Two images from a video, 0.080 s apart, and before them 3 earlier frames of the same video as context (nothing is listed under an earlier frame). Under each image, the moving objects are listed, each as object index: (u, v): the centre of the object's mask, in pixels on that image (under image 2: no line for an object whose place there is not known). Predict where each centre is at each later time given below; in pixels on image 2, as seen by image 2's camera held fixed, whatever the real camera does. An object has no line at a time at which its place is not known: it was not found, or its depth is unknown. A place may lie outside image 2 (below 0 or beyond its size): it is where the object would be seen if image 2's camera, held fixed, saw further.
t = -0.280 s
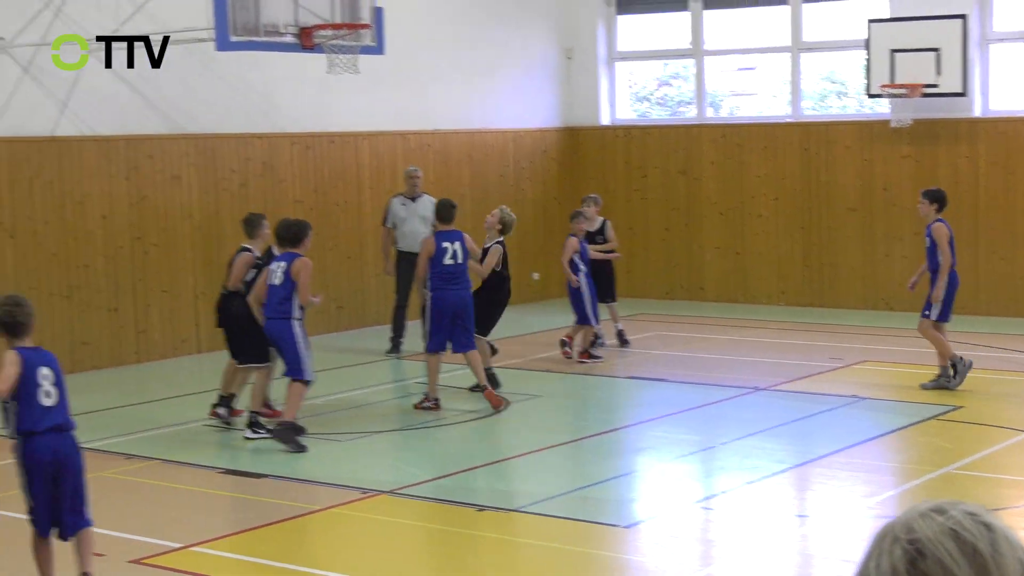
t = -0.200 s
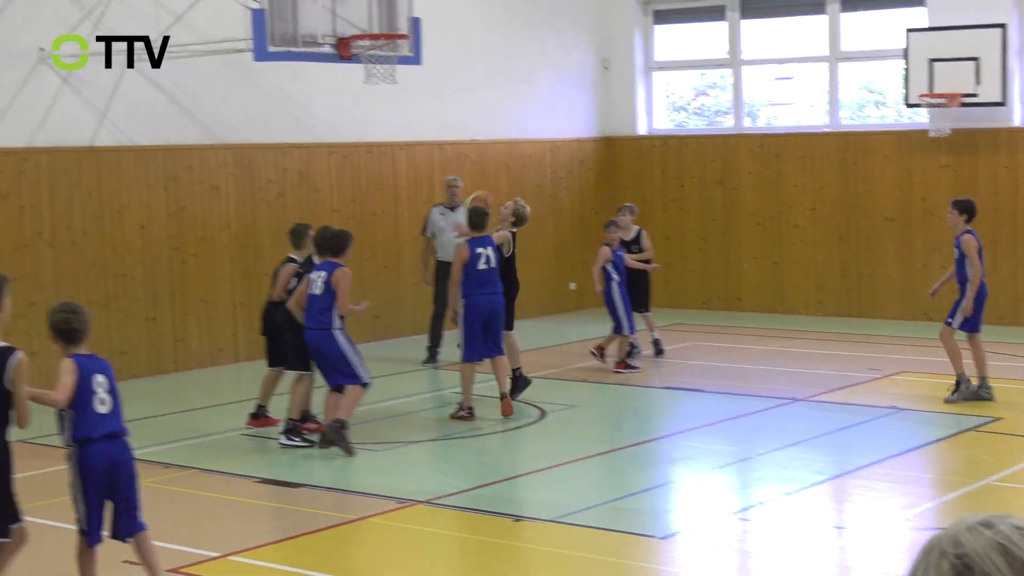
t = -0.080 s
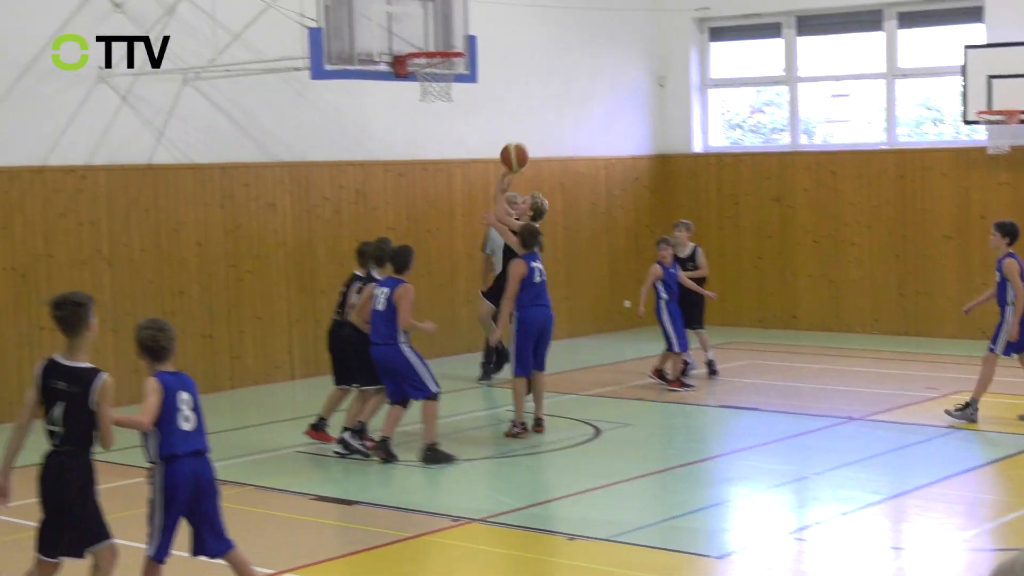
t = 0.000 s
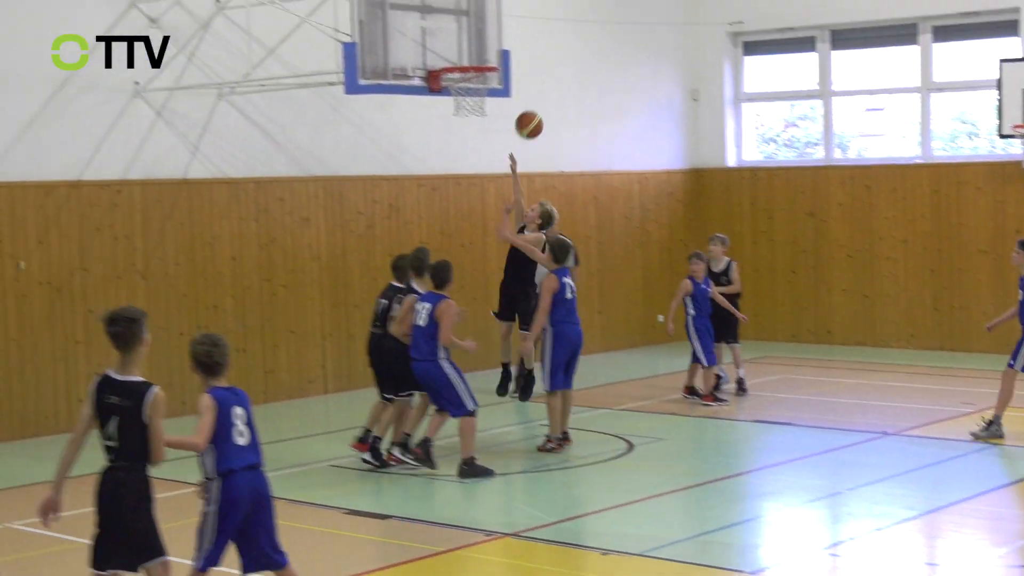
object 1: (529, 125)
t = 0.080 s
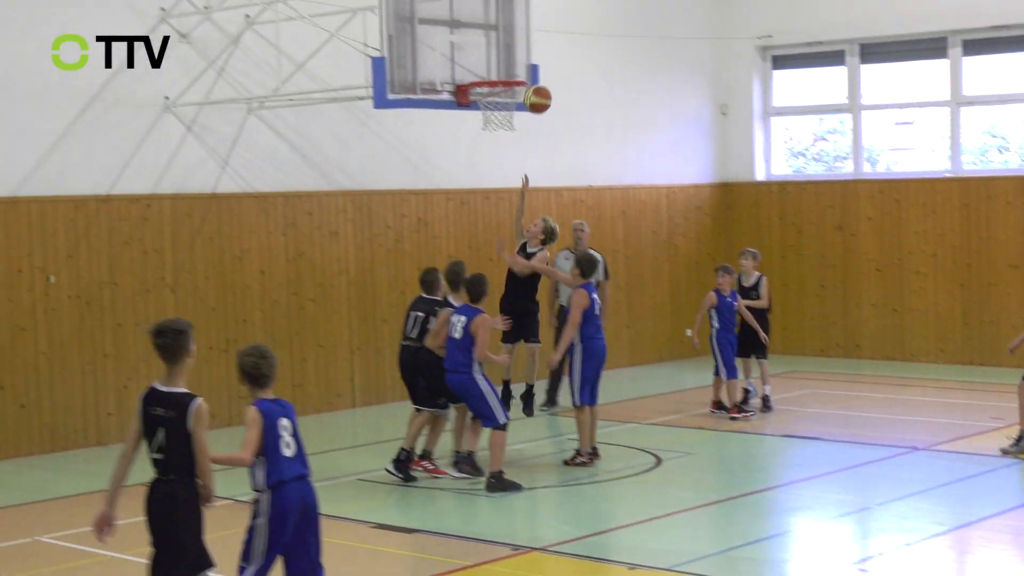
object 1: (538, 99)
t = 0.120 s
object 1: (529, 81)
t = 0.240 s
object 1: (497, 41)
